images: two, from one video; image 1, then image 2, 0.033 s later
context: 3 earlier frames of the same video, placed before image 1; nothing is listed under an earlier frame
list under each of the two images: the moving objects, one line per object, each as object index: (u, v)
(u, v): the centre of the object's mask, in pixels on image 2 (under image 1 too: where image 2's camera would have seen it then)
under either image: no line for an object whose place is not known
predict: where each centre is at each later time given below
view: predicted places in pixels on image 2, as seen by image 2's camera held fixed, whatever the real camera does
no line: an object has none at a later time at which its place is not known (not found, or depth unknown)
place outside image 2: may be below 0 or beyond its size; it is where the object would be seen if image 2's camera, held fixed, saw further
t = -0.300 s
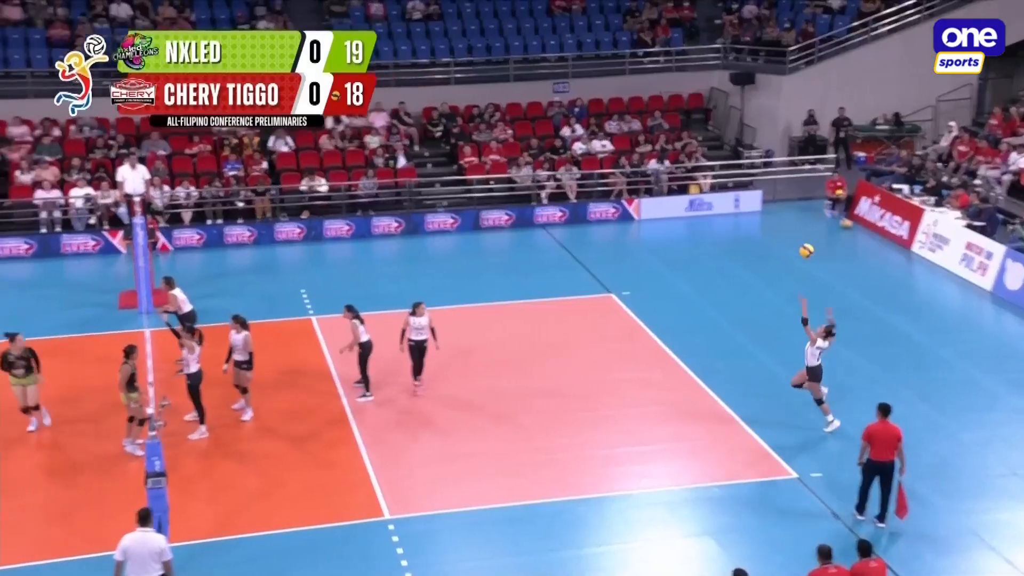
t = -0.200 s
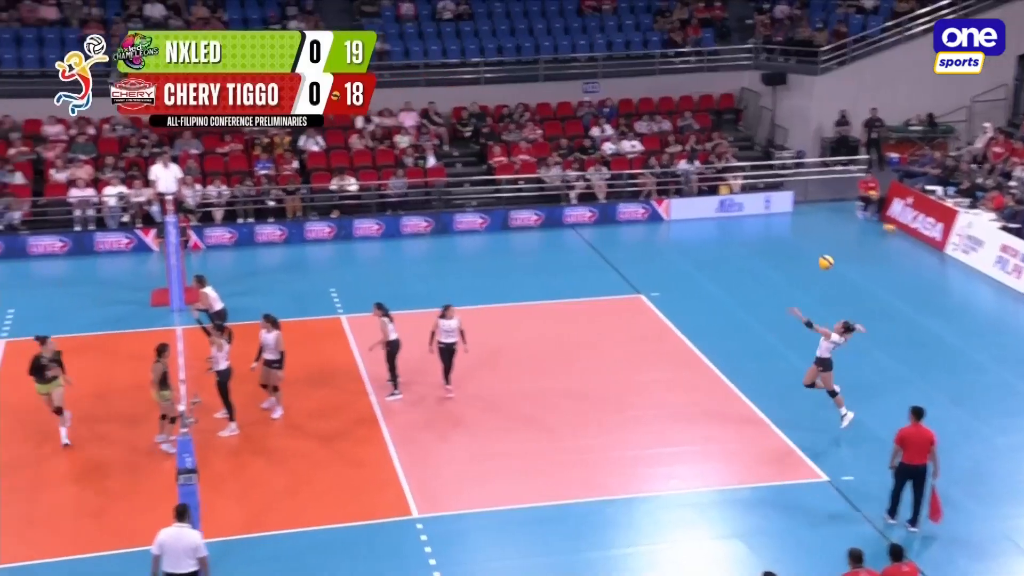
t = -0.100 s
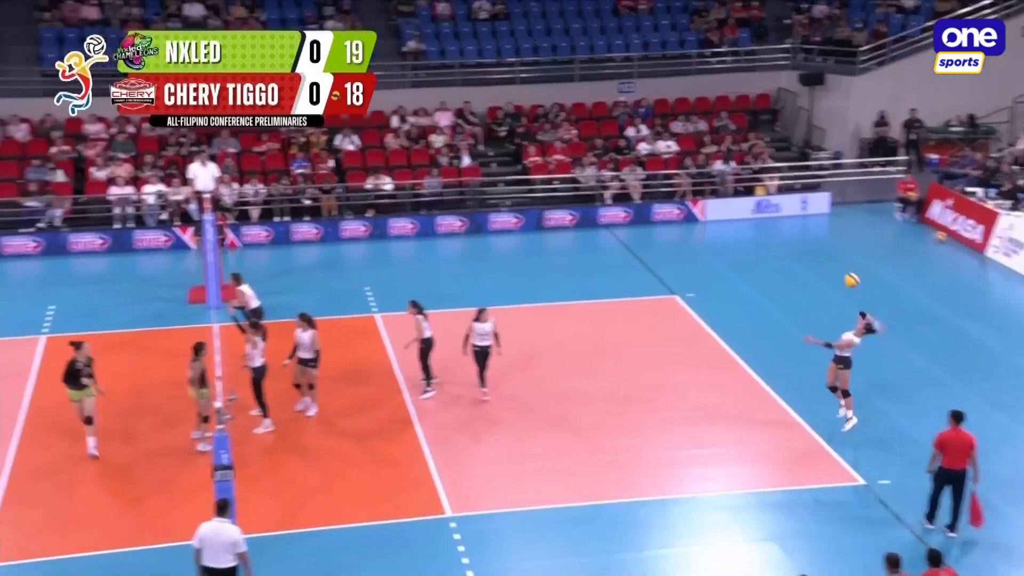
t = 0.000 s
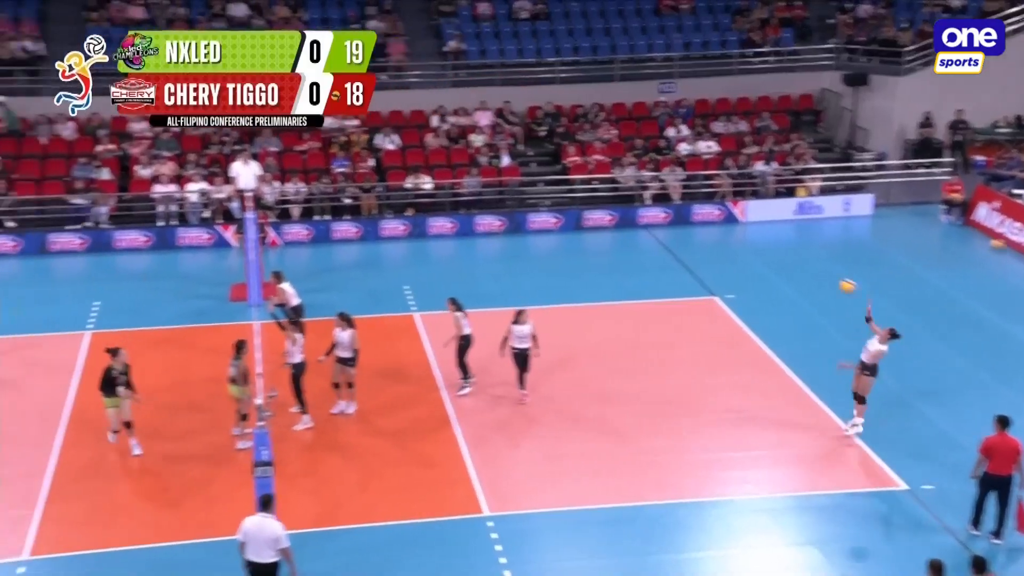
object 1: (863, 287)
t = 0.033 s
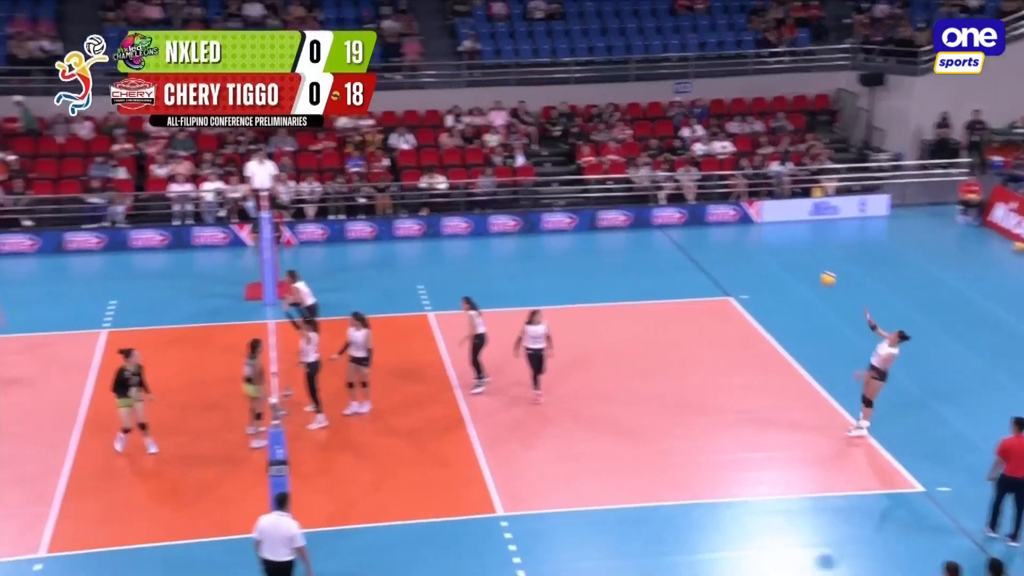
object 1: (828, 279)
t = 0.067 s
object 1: (793, 271)
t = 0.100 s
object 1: (760, 264)
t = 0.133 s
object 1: (727, 258)
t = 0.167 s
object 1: (694, 253)
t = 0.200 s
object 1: (661, 248)
